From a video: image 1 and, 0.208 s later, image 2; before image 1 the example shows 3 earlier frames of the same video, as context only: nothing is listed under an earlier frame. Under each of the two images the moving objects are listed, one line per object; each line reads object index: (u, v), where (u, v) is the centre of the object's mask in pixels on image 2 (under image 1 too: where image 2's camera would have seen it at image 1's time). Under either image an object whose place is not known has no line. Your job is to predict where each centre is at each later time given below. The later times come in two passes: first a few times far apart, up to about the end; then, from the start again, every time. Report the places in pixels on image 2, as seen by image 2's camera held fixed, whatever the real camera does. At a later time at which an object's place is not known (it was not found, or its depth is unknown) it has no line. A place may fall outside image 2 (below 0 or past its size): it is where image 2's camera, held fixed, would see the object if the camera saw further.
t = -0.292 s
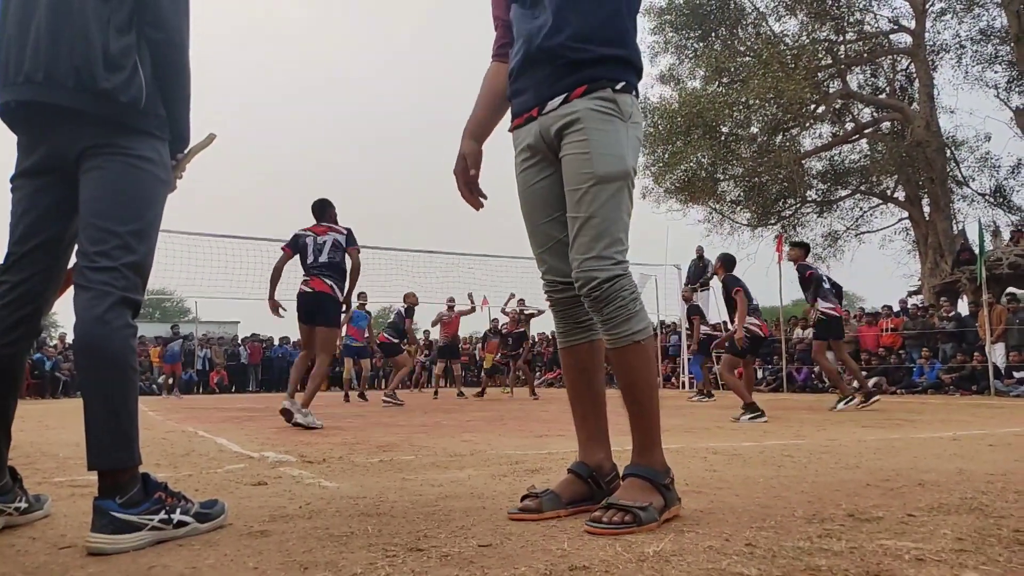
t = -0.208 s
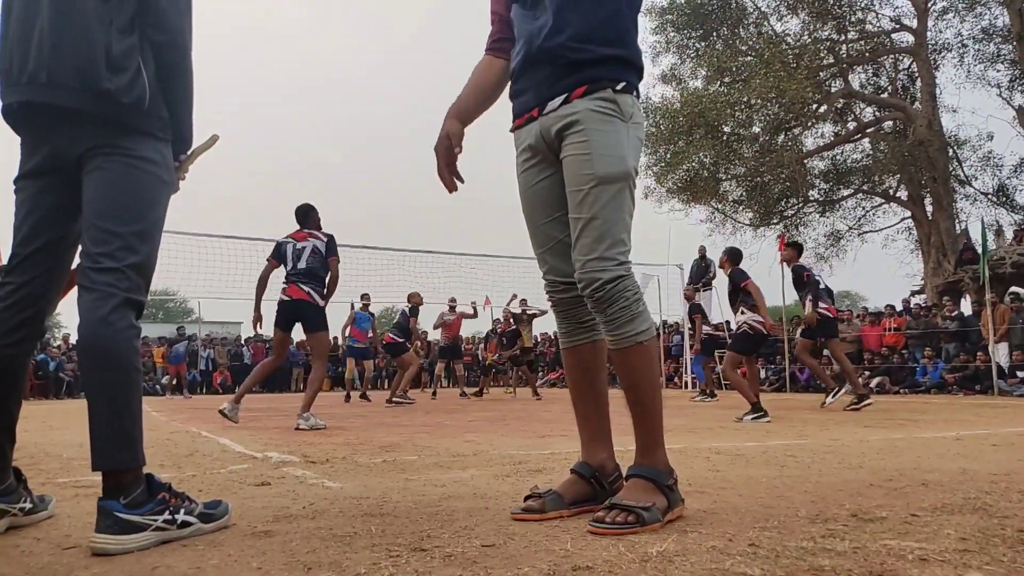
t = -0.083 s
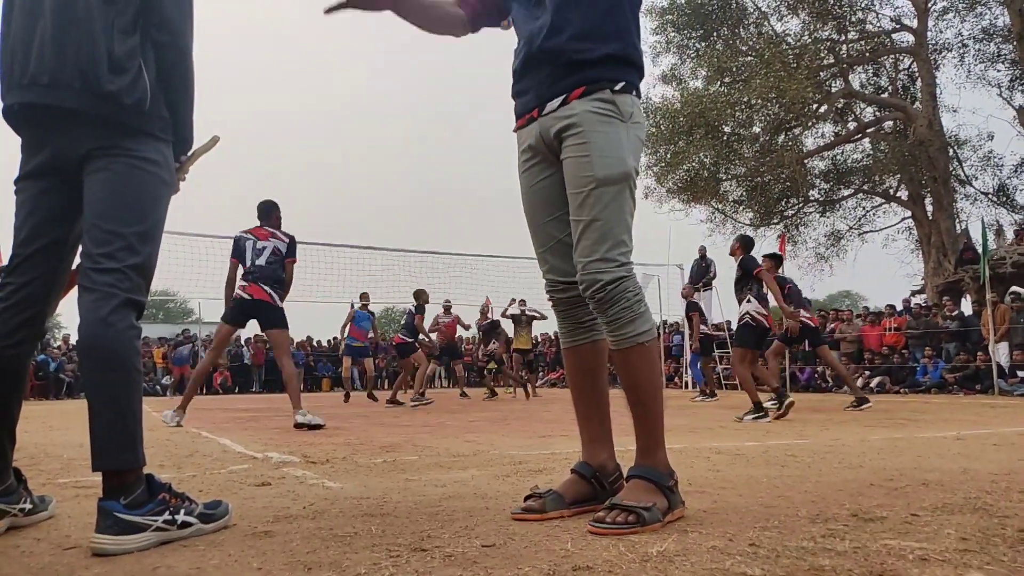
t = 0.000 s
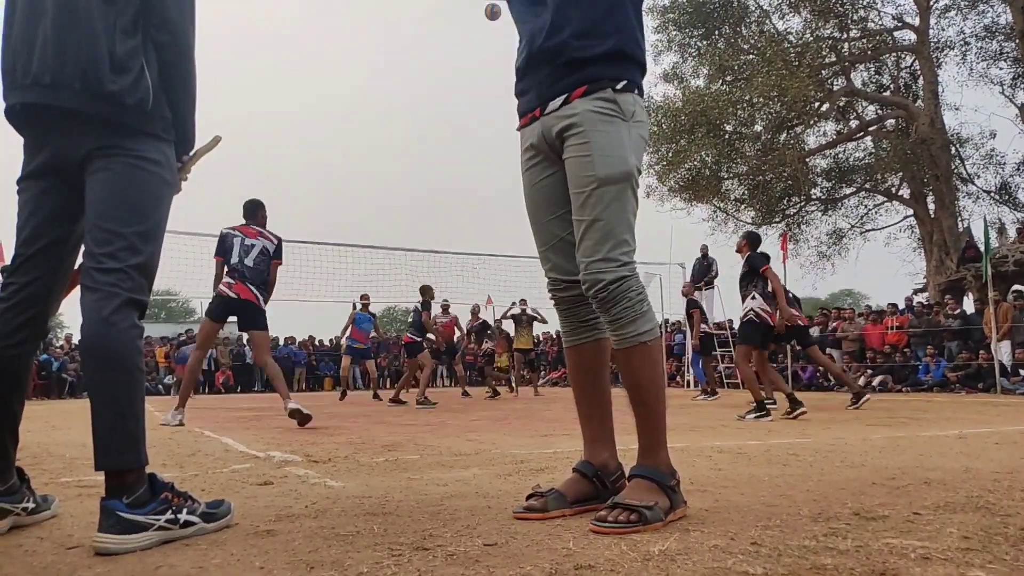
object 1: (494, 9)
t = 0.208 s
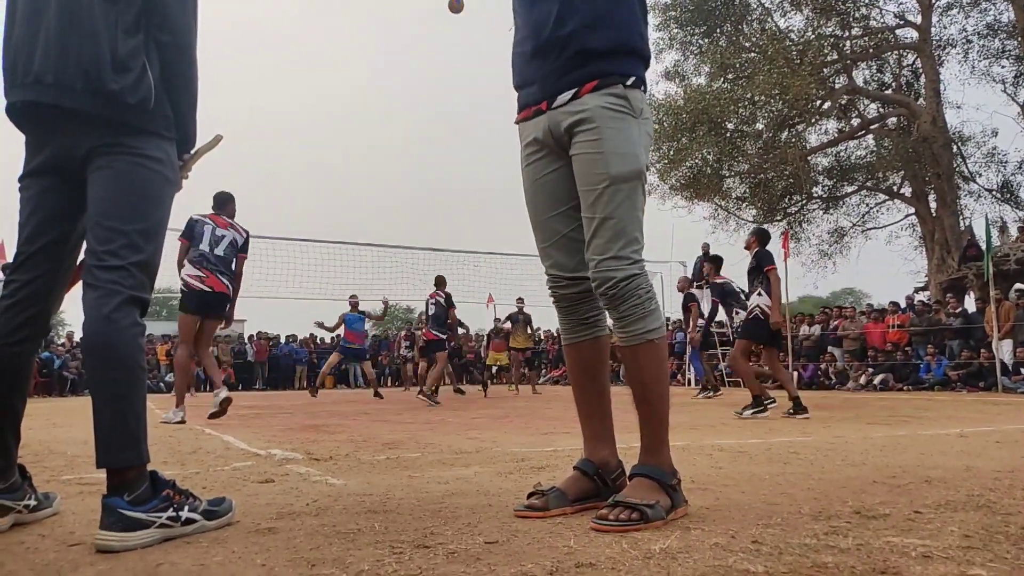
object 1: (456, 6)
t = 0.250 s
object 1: (447, 8)
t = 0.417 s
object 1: (418, 30)
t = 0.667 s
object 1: (379, 94)
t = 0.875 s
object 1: (348, 175)
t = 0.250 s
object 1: (447, 8)
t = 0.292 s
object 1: (441, 11)
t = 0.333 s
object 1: (432, 17)
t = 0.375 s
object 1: (427, 22)
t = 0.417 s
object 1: (418, 30)
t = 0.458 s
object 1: (413, 37)
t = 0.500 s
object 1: (405, 48)
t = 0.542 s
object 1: (400, 56)
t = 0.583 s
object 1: (392, 69)
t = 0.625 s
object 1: (384, 83)
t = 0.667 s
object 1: (379, 94)
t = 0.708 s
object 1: (372, 111)
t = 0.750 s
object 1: (367, 122)
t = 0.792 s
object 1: (360, 141)
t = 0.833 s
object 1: (355, 154)
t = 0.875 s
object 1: (348, 175)
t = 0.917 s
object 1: (343, 189)
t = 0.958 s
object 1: (336, 212)
